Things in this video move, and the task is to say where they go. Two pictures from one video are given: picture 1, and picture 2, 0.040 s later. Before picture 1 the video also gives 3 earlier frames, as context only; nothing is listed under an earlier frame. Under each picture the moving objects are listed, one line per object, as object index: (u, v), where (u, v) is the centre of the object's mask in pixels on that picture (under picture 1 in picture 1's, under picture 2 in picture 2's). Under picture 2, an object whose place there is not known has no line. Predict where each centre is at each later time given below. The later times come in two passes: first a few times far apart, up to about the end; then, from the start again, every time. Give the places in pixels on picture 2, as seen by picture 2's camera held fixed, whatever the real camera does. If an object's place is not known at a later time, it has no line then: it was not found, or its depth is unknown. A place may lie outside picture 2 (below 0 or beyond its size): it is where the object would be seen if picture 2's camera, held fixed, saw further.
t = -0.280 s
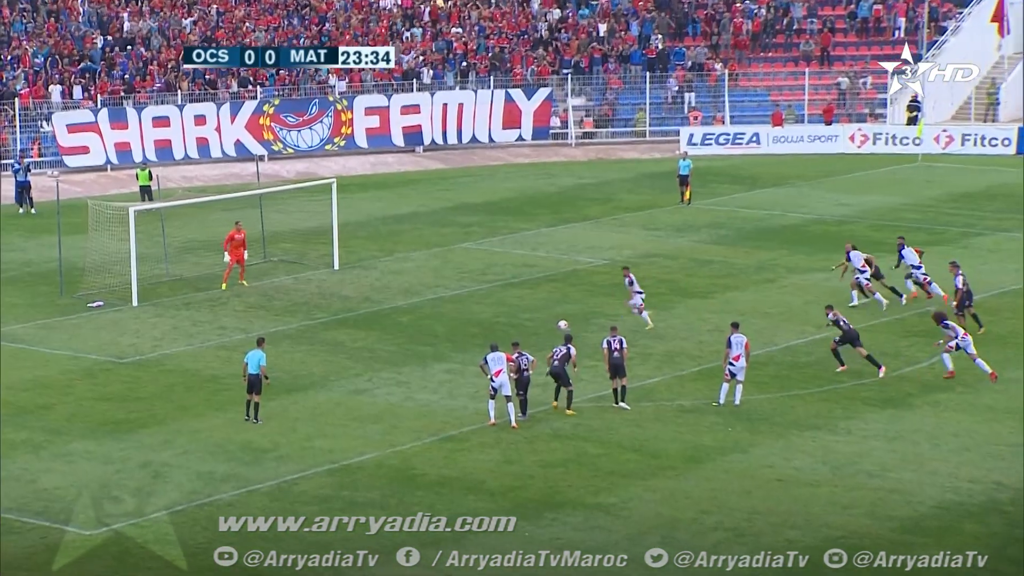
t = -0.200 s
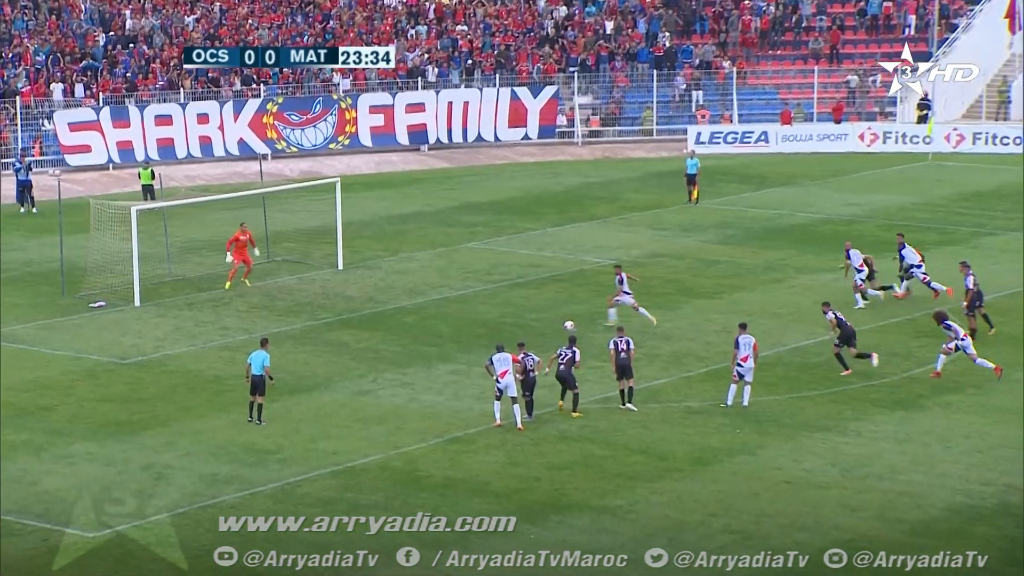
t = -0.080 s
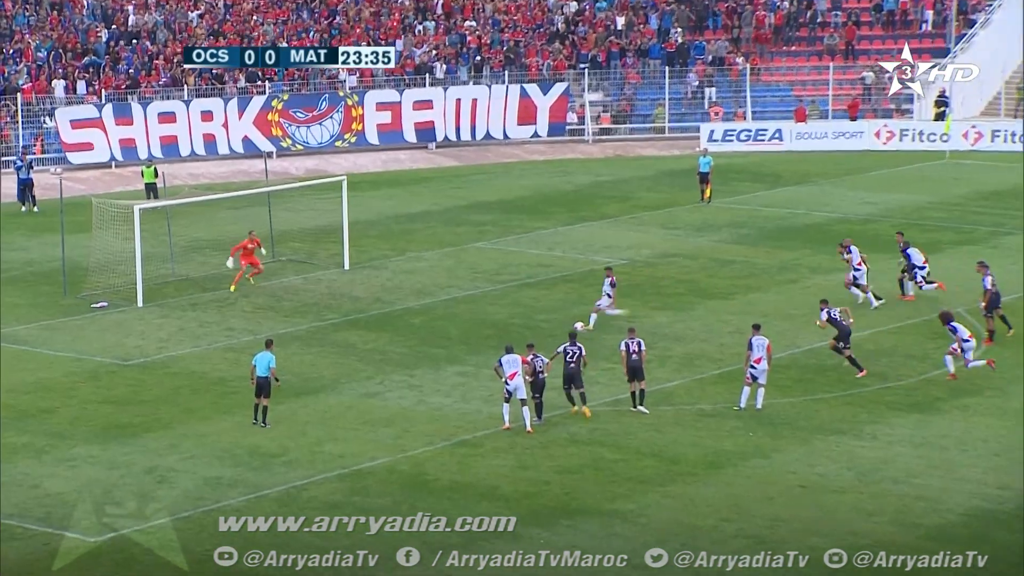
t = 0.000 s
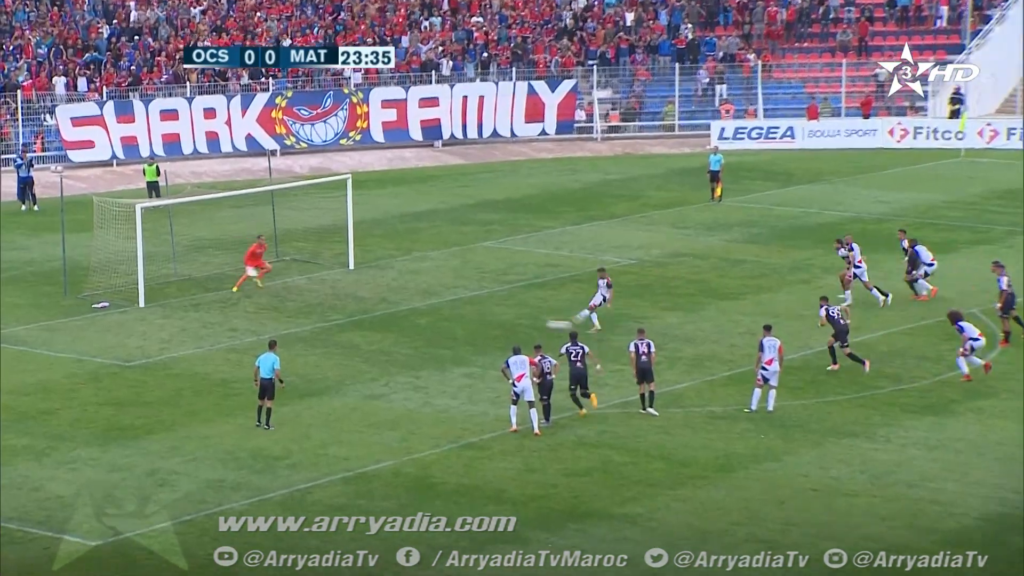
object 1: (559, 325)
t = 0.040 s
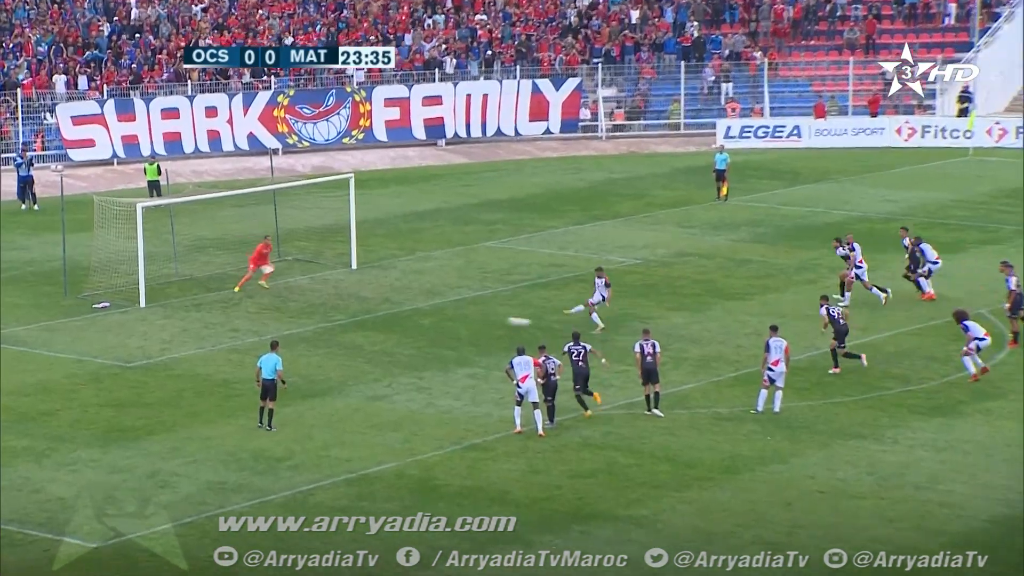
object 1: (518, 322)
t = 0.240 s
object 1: (325, 307)
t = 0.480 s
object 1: (138, 290)
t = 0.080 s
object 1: (477, 319)
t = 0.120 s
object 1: (436, 316)
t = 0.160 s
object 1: (397, 313)
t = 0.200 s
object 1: (360, 311)
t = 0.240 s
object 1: (325, 307)
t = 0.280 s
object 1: (291, 305)
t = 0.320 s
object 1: (257, 302)
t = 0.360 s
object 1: (228, 298)
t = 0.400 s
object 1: (198, 295)
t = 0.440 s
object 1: (170, 293)
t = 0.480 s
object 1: (138, 290)
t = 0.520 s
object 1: (116, 289)
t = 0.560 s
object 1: (98, 281)
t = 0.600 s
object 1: (92, 271)
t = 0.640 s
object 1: (91, 261)
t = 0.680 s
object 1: (93, 253)
